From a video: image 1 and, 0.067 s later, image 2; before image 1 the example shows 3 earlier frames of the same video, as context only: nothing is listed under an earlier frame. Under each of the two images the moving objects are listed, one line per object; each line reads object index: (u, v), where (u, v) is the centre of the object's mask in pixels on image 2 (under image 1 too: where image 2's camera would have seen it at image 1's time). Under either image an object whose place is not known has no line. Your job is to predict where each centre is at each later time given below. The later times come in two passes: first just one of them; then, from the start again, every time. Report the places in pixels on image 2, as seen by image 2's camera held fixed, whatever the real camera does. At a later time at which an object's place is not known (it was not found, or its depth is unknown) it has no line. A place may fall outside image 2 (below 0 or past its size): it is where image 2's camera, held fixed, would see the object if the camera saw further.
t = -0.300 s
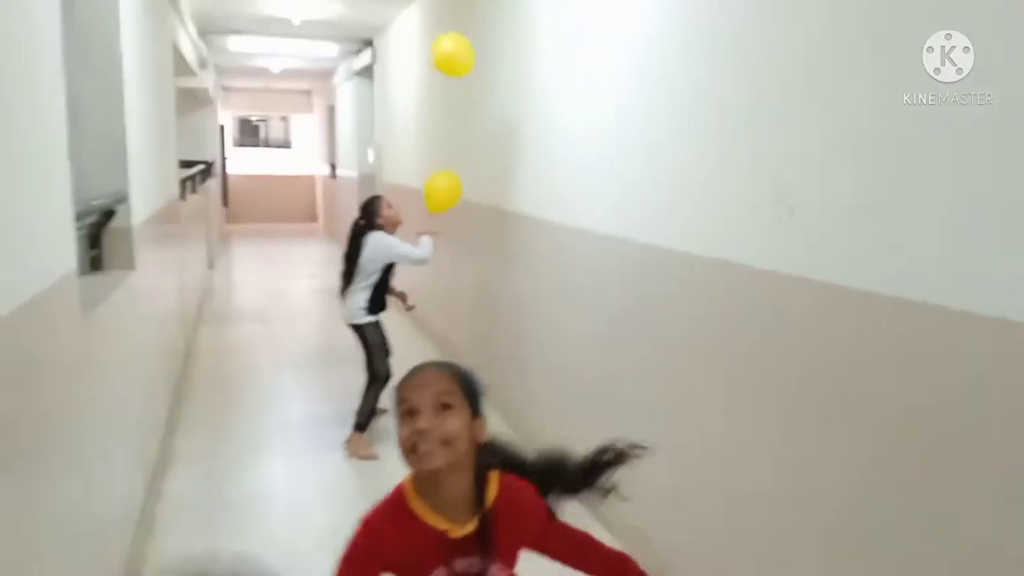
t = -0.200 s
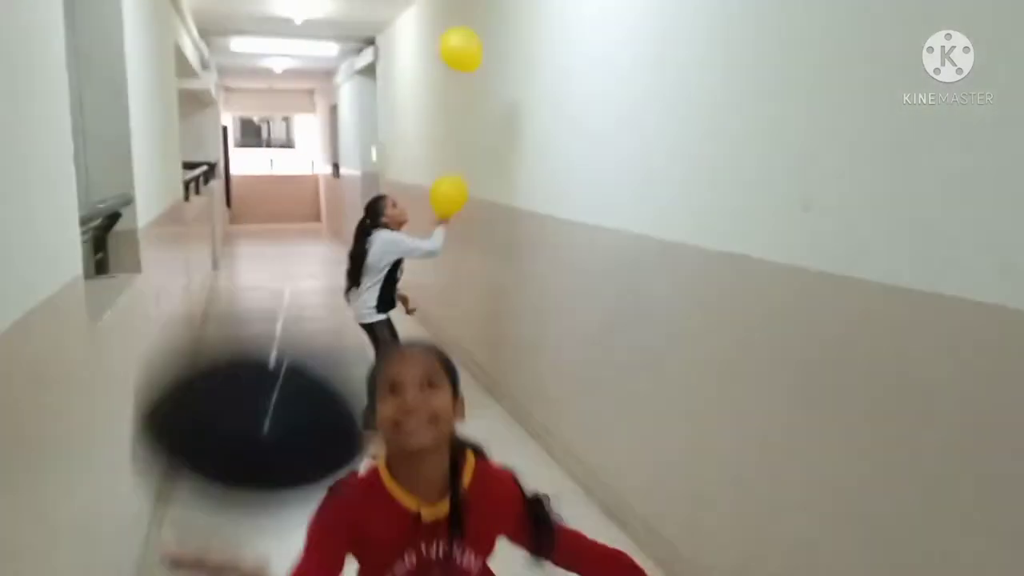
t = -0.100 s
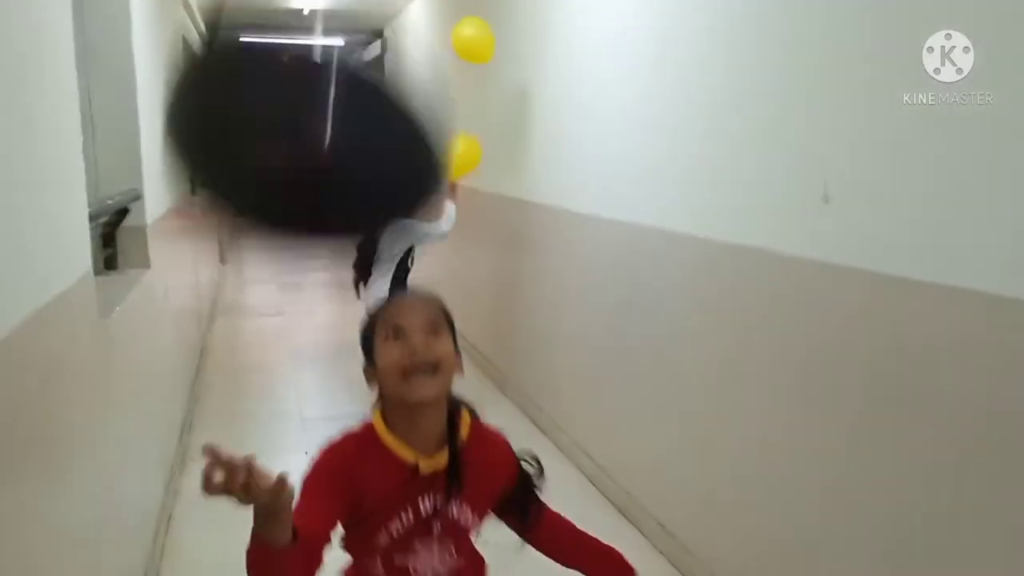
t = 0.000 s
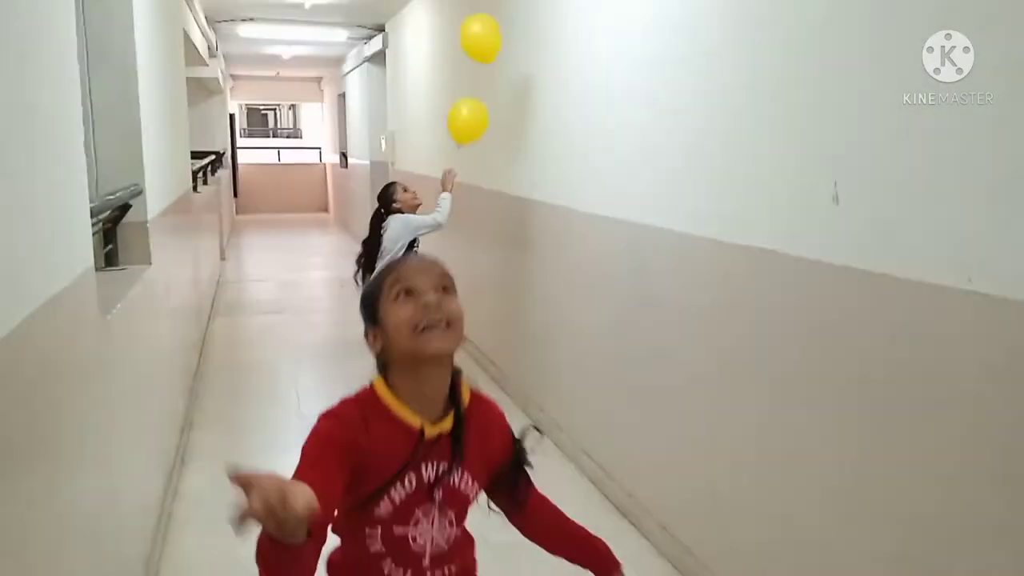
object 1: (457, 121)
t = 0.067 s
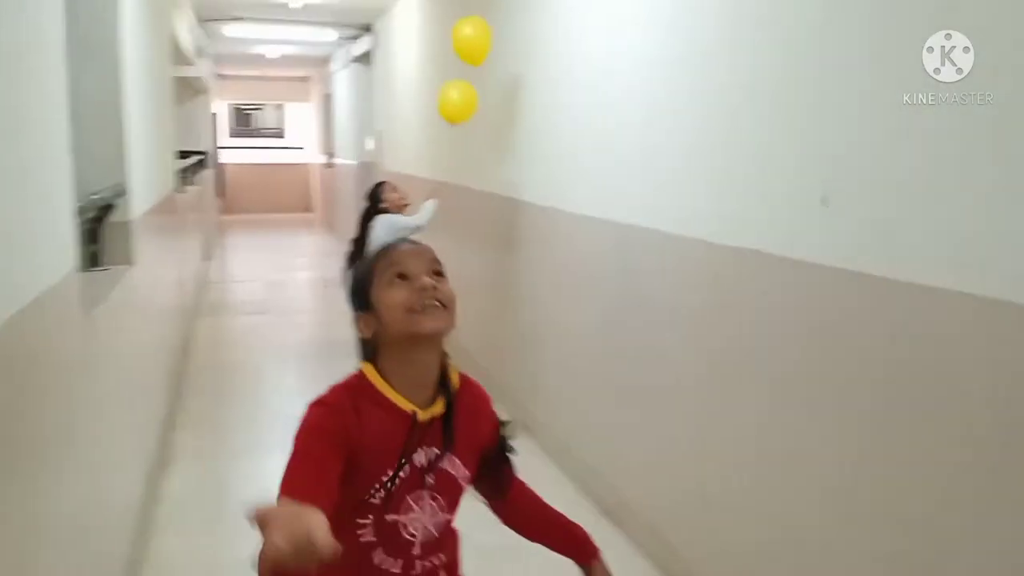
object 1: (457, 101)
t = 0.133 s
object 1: (457, 89)
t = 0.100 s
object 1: (458, 95)
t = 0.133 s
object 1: (457, 89)
